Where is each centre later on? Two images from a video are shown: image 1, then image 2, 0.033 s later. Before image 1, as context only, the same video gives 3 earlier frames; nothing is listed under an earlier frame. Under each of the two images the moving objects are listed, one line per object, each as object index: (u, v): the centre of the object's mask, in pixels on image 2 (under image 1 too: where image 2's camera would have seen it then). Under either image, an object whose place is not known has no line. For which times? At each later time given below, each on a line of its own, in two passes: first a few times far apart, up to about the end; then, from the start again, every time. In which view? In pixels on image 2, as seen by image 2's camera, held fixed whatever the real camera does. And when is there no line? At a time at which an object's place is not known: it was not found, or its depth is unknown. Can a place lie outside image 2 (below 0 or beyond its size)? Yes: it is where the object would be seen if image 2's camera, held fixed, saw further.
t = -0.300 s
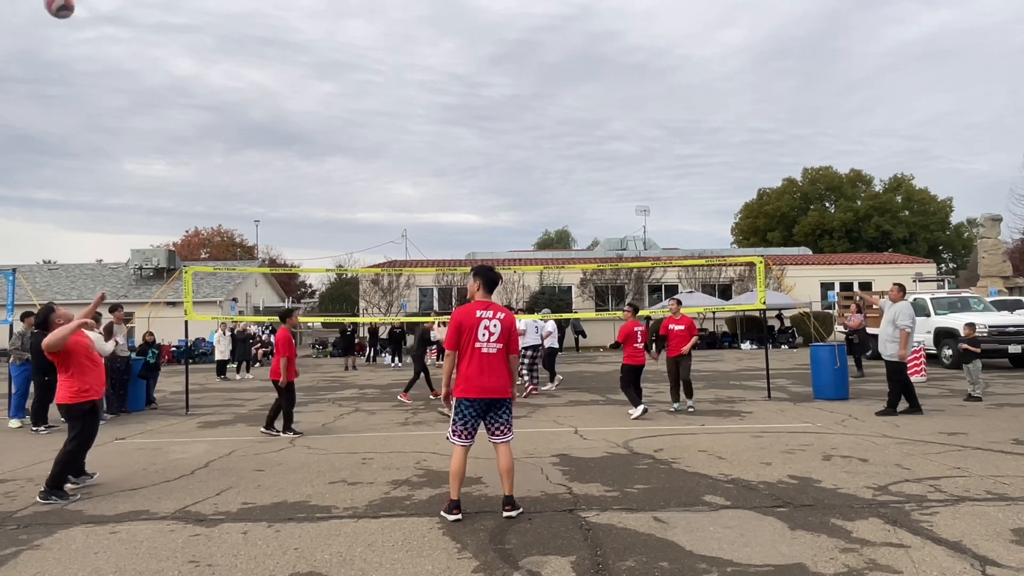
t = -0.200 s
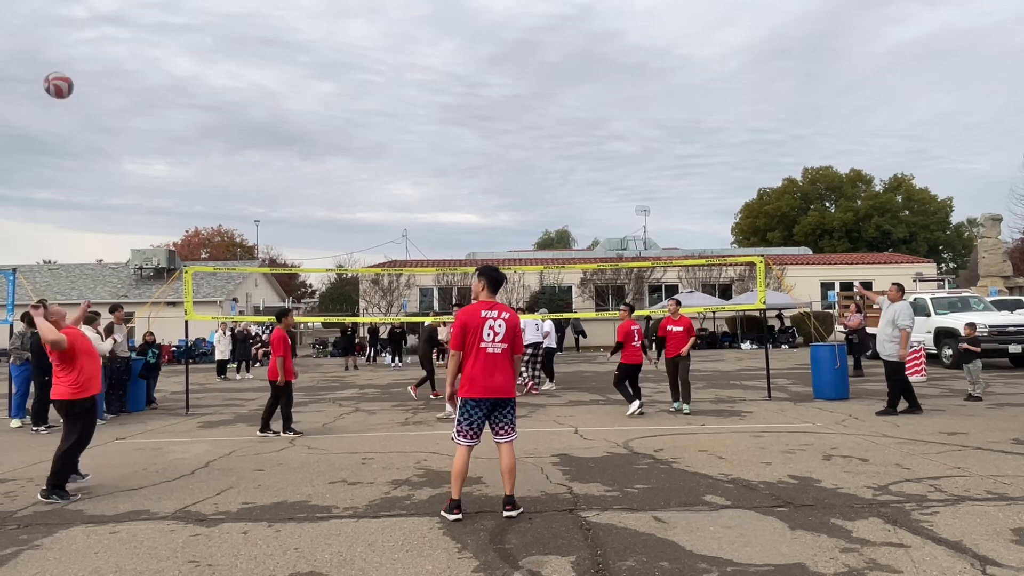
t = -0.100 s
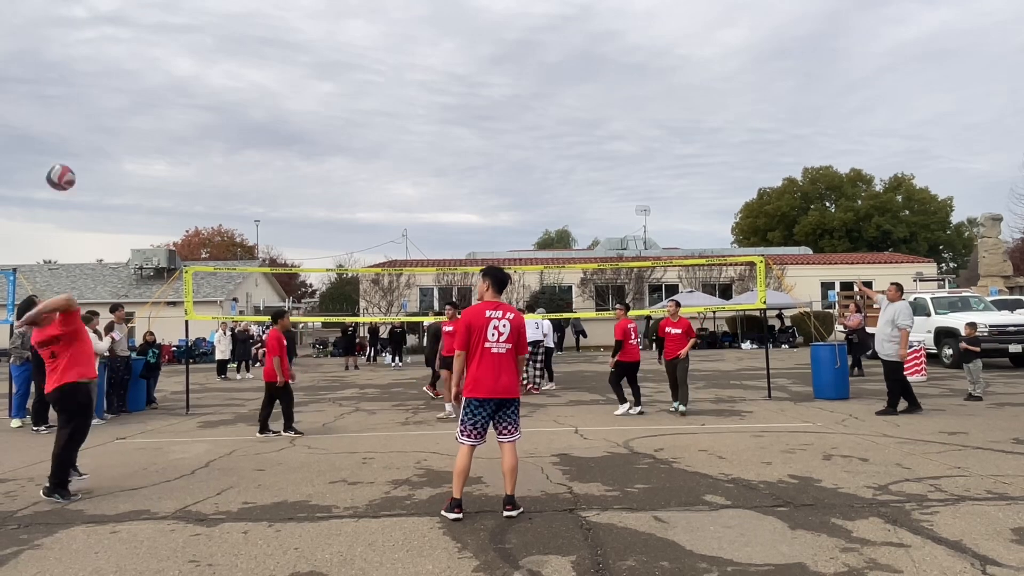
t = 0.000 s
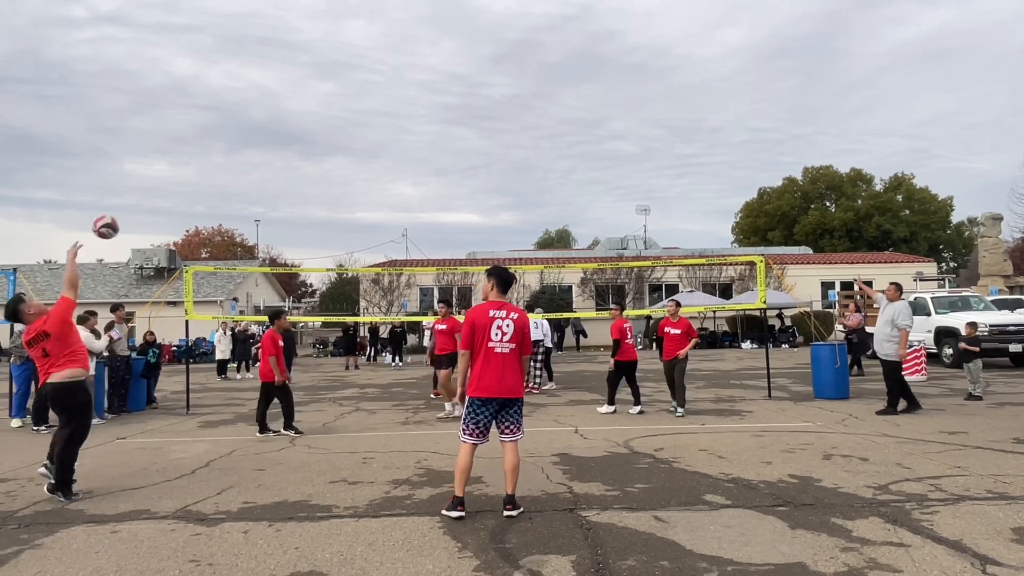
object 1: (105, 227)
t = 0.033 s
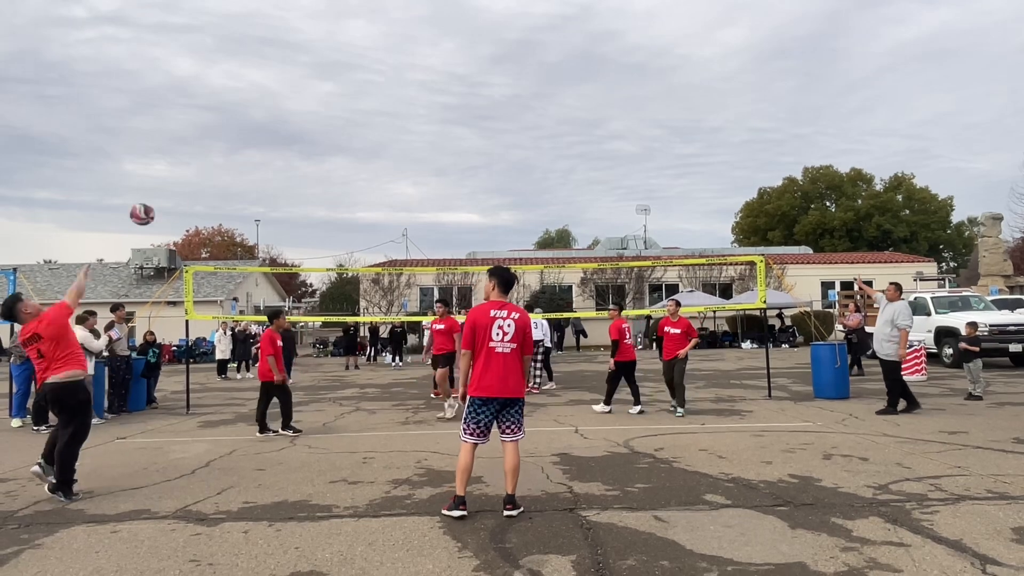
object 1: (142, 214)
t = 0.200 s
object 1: (274, 186)
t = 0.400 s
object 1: (369, 194)
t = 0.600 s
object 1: (430, 223)
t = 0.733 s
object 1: (461, 250)
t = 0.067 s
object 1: (174, 205)
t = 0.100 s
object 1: (203, 197)
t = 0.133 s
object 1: (229, 191)
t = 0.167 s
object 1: (253, 188)
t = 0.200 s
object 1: (274, 186)
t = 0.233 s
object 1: (294, 185)
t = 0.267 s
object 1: (311, 185)
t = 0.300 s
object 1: (328, 186)
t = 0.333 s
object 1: (343, 188)
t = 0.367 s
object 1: (356, 191)
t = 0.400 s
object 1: (369, 194)
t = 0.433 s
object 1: (381, 198)
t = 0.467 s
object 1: (392, 202)
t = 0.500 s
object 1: (403, 207)
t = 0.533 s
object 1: (413, 212)
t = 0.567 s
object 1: (422, 217)
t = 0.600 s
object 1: (430, 223)
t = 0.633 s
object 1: (439, 230)
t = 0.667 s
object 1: (446, 236)
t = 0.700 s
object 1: (454, 243)
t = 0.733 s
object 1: (461, 250)
